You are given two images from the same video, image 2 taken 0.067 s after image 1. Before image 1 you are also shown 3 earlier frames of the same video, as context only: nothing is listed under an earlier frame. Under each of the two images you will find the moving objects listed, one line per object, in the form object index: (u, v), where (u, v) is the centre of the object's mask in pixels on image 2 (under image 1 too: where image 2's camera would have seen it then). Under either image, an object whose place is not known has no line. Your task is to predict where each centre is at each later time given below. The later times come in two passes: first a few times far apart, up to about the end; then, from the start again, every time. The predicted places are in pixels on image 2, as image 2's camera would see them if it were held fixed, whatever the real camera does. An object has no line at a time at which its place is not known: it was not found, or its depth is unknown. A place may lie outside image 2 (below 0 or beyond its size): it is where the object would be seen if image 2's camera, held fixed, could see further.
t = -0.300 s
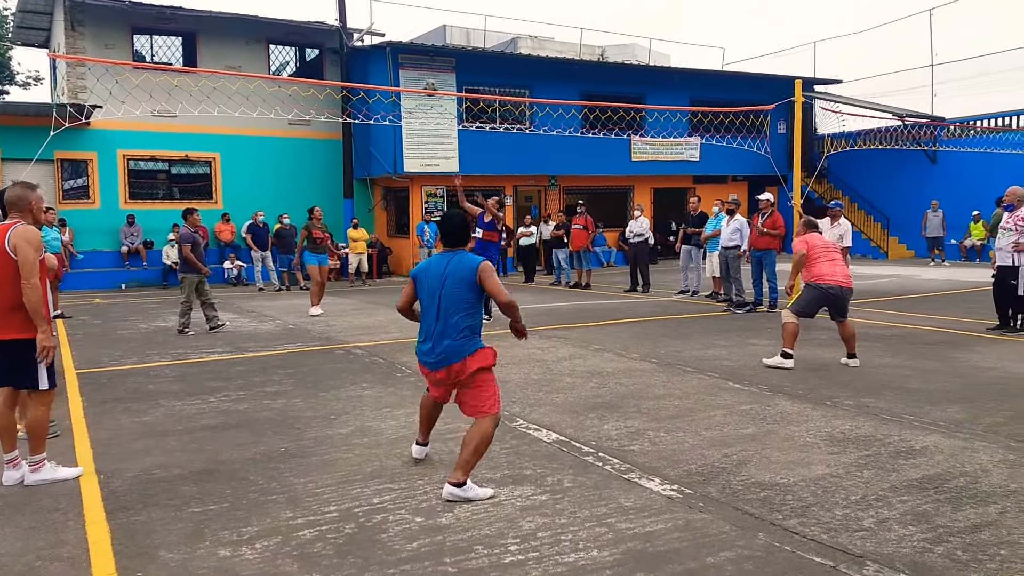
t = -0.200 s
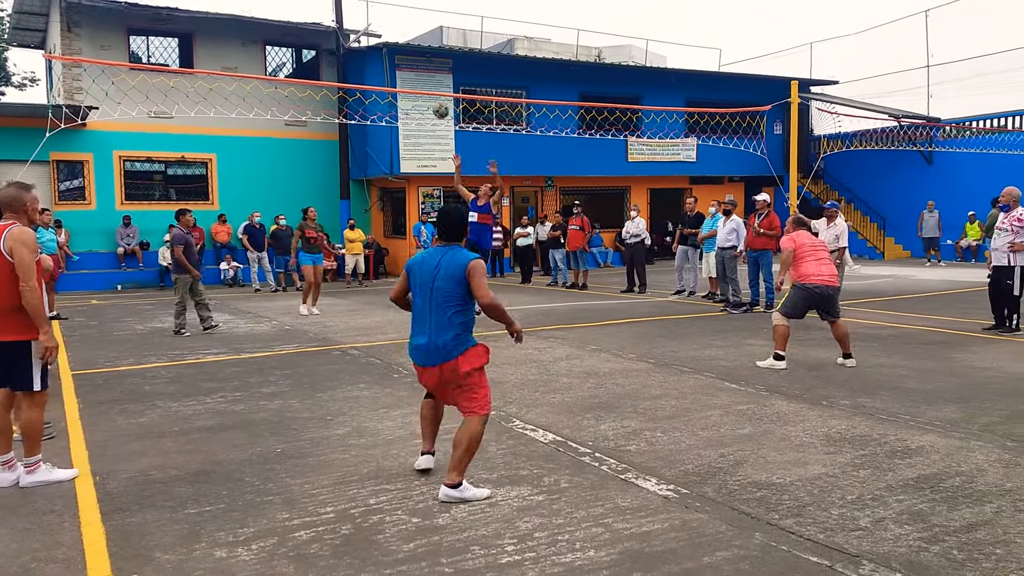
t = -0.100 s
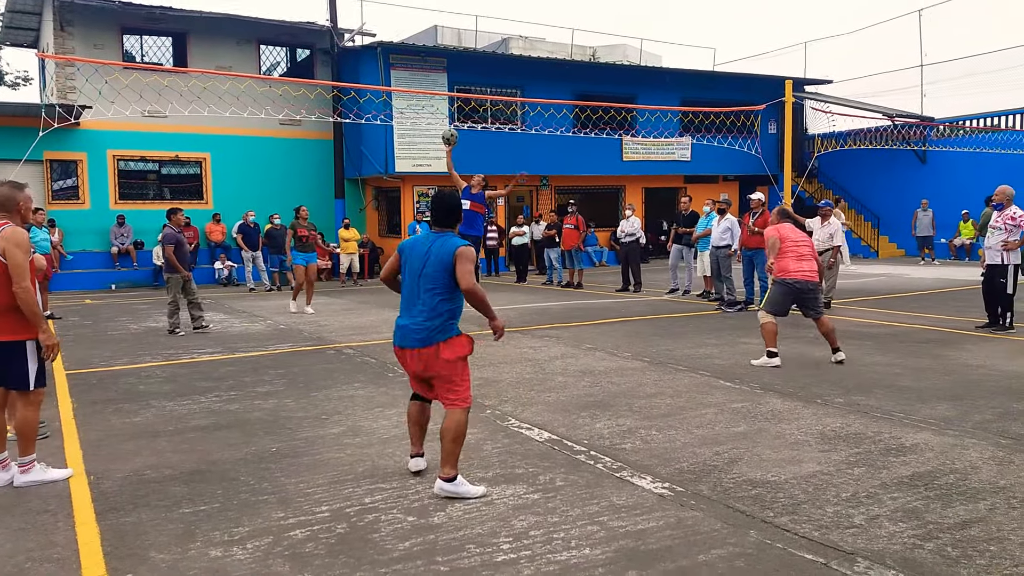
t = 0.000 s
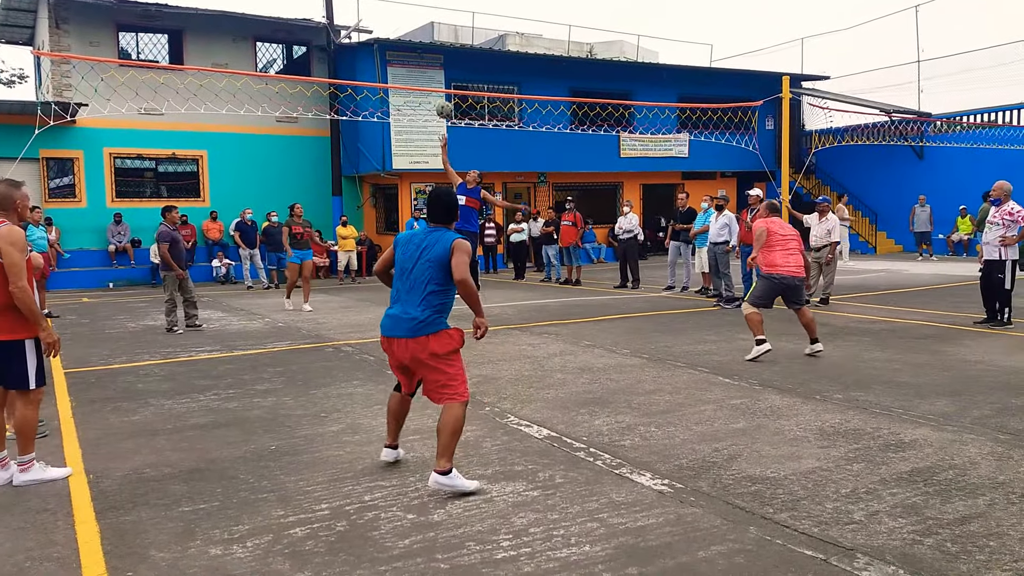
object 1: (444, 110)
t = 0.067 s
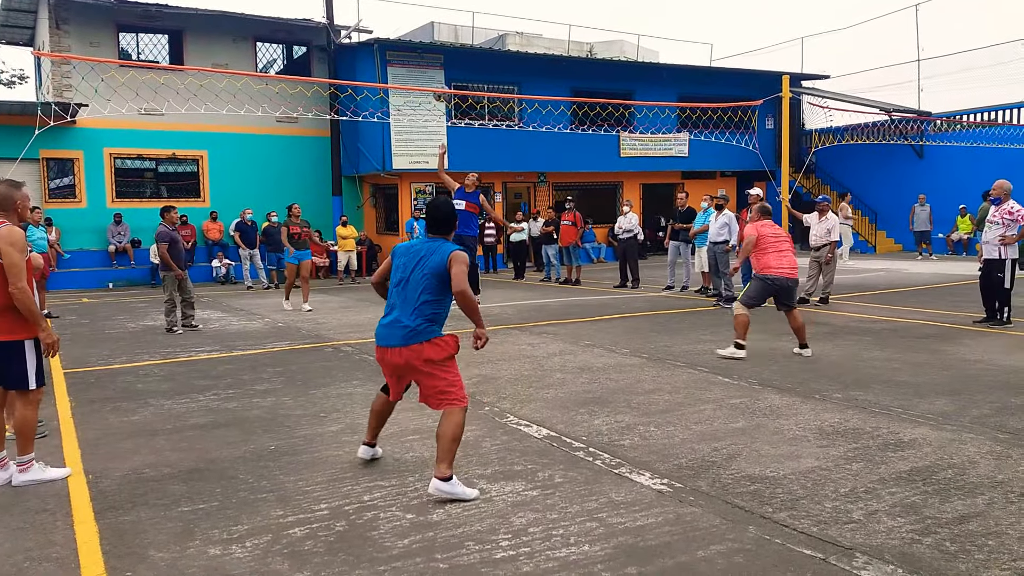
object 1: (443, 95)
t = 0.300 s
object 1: (429, 60)
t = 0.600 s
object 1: (415, 84)
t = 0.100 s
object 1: (440, 83)
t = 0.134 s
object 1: (438, 79)
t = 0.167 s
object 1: (436, 74)
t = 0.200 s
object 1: (434, 69)
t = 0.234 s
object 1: (432, 65)
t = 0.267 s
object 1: (430, 62)
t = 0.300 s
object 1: (429, 60)
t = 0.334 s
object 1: (427, 58)
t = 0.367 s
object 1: (426, 58)
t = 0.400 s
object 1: (424, 58)
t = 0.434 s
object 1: (423, 60)
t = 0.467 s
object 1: (421, 62)
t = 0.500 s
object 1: (420, 66)
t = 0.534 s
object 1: (418, 71)
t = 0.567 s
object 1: (416, 77)
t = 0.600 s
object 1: (415, 84)
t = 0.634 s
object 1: (414, 93)
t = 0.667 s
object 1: (412, 102)
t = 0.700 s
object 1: (411, 112)
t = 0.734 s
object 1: (409, 125)
